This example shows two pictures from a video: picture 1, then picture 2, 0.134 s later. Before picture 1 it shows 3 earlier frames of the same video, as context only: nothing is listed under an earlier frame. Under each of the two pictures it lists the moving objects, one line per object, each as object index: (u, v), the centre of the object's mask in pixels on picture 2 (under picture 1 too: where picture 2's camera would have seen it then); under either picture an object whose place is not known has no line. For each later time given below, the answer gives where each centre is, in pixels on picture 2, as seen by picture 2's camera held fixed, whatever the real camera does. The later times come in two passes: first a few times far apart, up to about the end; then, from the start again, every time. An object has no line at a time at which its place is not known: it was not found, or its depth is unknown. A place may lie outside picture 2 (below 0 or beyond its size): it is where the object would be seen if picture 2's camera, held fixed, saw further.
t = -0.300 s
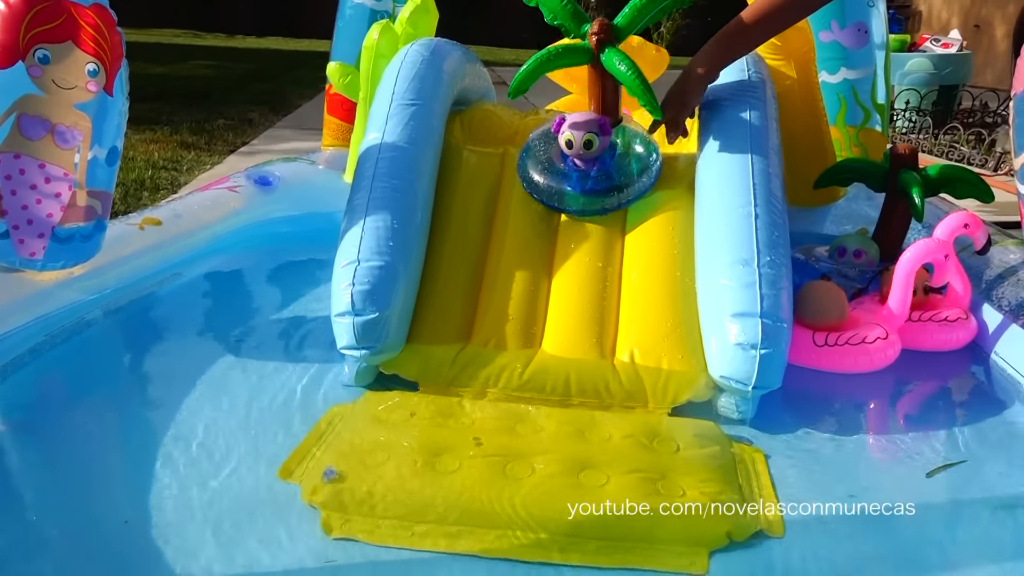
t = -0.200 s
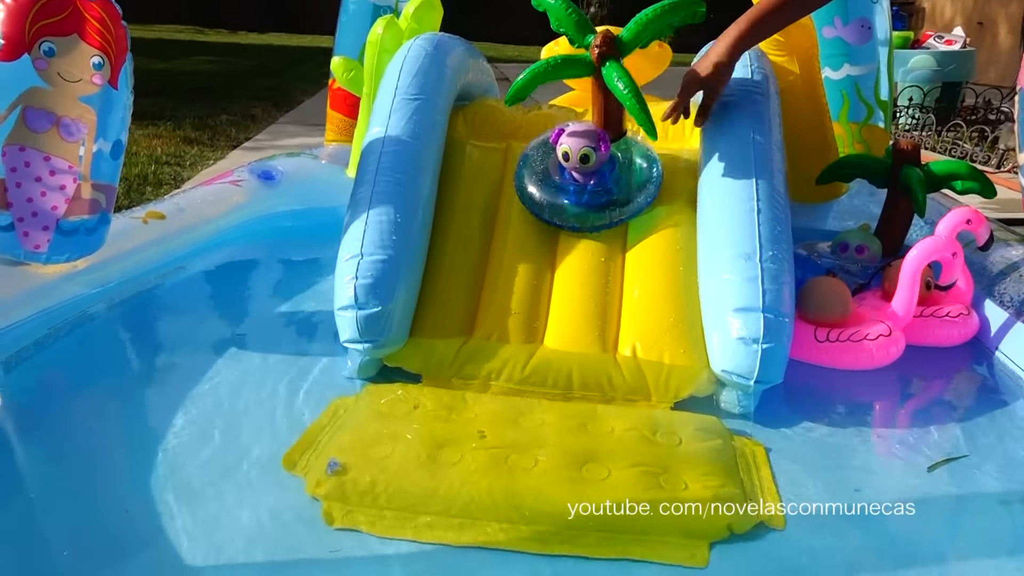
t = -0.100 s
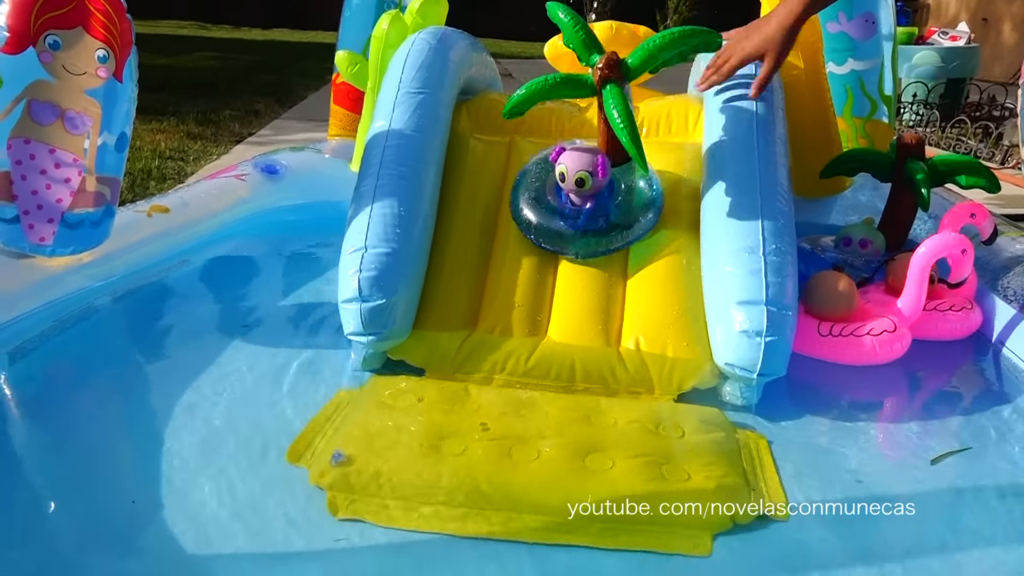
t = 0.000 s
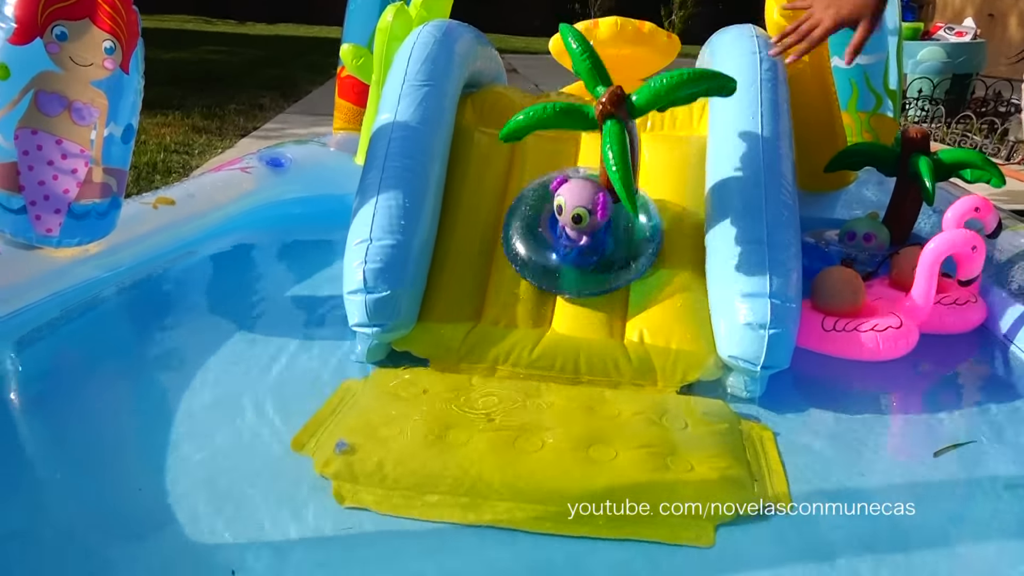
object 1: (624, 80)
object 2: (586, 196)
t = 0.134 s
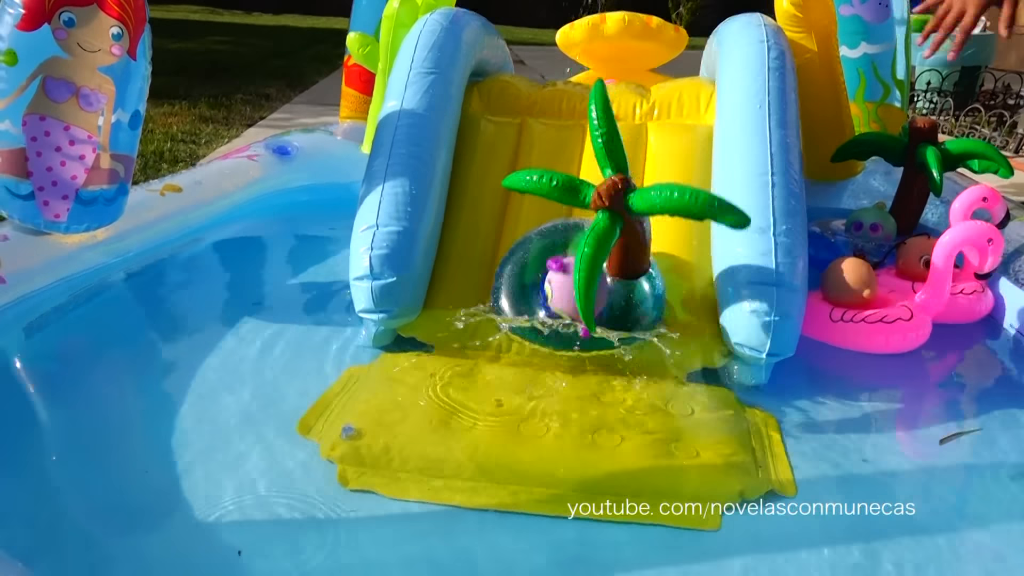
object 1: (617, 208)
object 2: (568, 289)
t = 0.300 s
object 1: (646, 300)
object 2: (540, 391)
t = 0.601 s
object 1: (679, 326)
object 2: (527, 417)
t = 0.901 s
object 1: (689, 323)
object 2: (508, 437)
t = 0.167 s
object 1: (620, 229)
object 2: (555, 310)
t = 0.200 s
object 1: (624, 246)
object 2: (549, 321)
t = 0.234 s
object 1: (630, 261)
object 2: (547, 329)
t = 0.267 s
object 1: (639, 278)
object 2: (543, 344)
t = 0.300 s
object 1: (646, 300)
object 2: (540, 391)
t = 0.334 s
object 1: (658, 322)
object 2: (540, 396)
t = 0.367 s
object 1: (667, 337)
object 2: (536, 399)
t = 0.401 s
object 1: (672, 343)
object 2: (540, 396)
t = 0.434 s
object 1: (672, 342)
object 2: (539, 394)
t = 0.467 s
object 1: (672, 339)
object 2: (537, 397)
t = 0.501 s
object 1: (673, 334)
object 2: (535, 400)
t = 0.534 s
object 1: (674, 329)
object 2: (534, 404)
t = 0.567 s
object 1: (677, 324)
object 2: (531, 410)
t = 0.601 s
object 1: (679, 326)
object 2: (527, 417)
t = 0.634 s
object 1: (681, 331)
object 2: (524, 426)
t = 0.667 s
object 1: (681, 334)
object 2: (521, 431)
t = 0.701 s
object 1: (683, 337)
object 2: (518, 435)
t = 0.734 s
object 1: (686, 338)
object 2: (516, 438)
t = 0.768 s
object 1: (688, 338)
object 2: (515, 439)
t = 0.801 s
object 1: (689, 334)
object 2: (515, 439)
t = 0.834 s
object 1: (690, 330)
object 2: (513, 438)
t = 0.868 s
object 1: (689, 325)
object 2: (511, 437)
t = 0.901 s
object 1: (689, 323)
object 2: (508, 437)
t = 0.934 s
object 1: (687, 324)
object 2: (507, 438)
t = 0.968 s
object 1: (685, 326)
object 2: (505, 440)
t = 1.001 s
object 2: (504, 444)
